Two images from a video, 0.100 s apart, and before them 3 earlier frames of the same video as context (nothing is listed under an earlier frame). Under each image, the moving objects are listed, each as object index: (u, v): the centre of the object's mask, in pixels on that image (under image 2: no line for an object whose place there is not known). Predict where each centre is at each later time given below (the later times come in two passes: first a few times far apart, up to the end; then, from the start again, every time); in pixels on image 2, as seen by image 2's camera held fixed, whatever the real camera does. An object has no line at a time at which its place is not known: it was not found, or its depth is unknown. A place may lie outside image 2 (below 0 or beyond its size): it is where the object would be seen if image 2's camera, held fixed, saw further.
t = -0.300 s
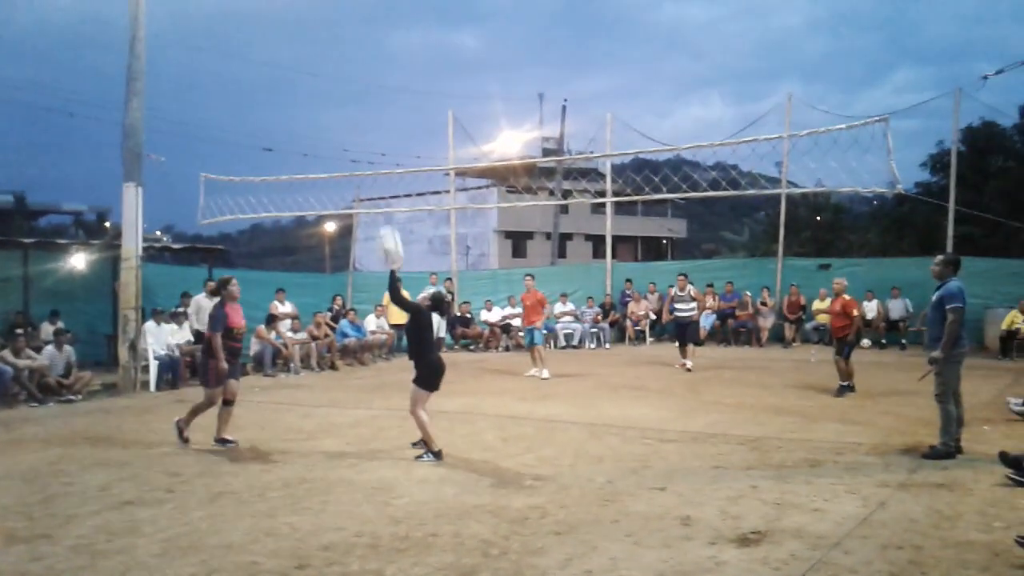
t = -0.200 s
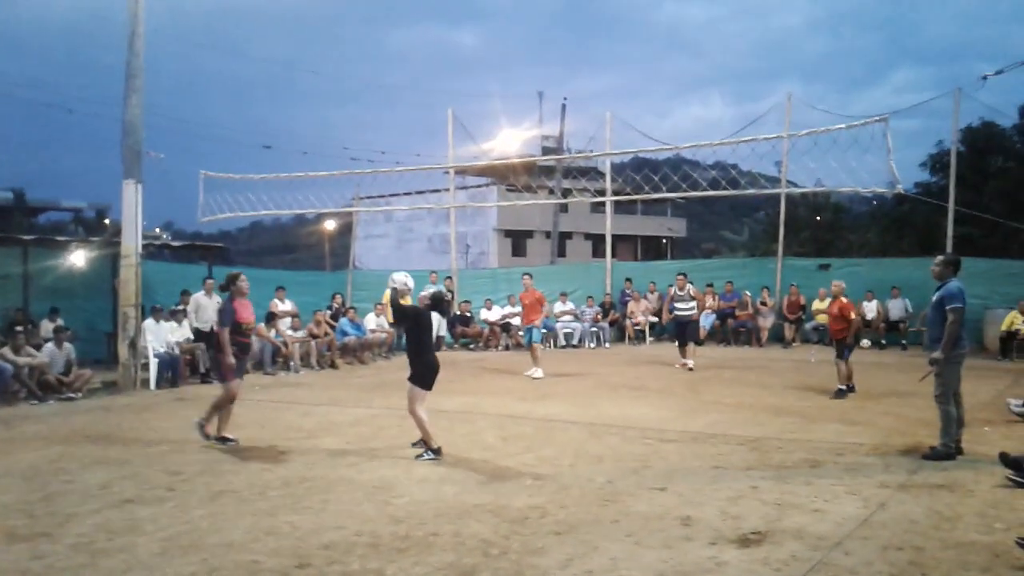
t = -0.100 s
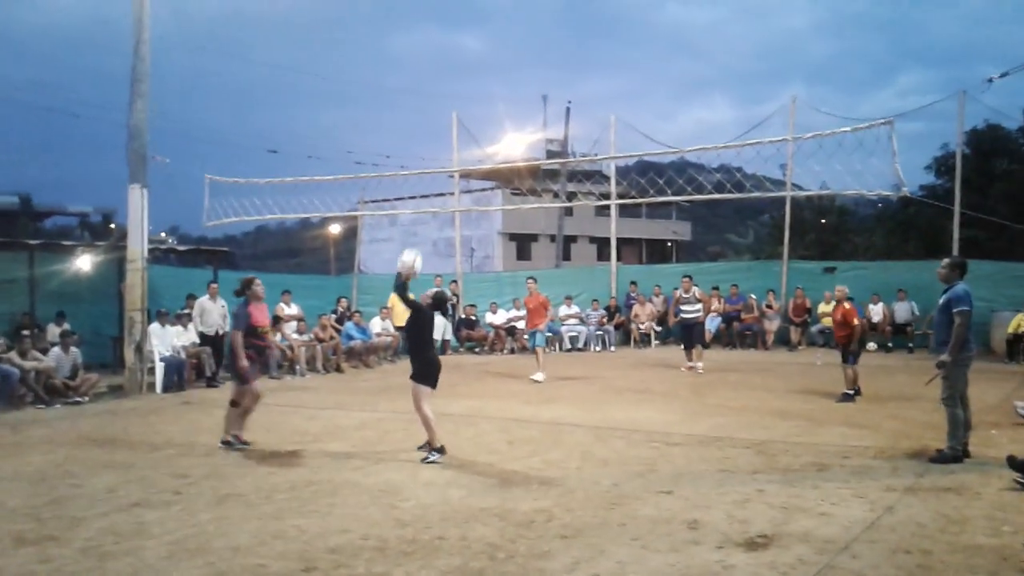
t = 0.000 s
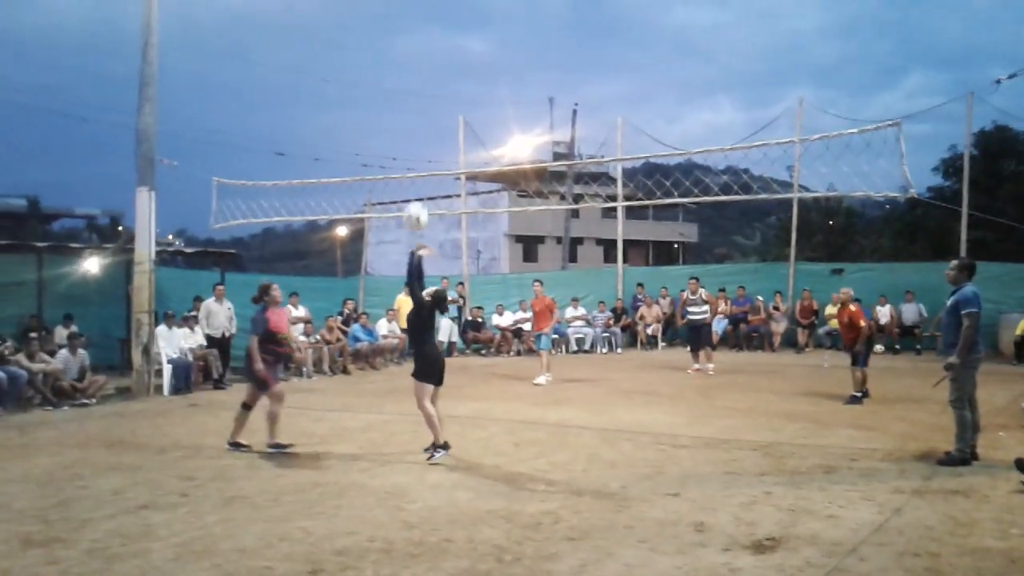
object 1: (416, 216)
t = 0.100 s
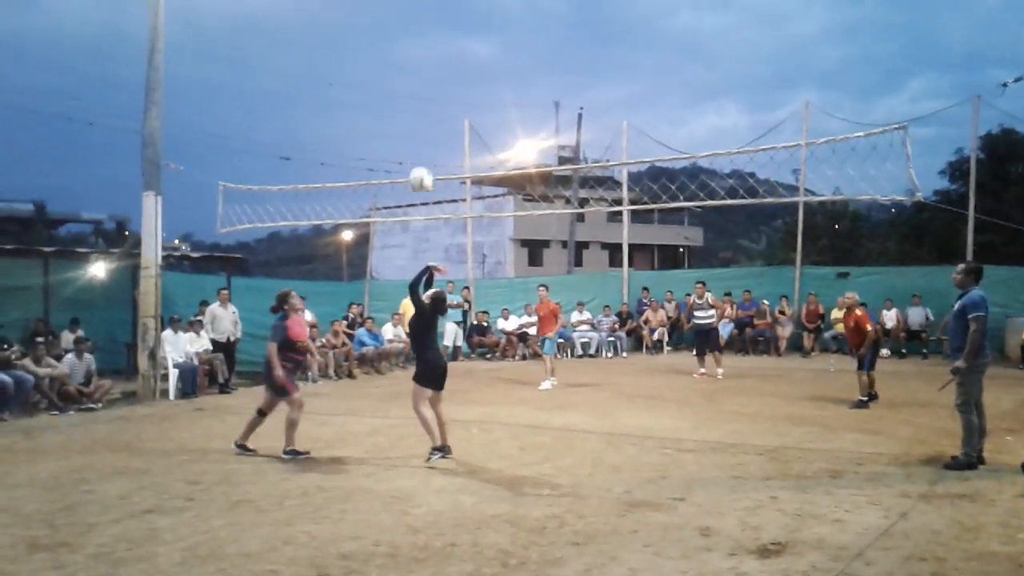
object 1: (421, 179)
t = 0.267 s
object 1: (420, 138)
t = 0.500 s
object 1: (418, 127)
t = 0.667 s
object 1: (418, 152)
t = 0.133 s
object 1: (421, 168)
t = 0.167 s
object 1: (420, 160)
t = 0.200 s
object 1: (420, 151)
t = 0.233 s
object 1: (420, 144)
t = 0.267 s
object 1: (420, 138)
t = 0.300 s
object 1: (420, 133)
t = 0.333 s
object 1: (419, 128)
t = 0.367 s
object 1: (419, 127)
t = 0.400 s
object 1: (418, 125)
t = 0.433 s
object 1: (418, 125)
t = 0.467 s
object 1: (418, 124)
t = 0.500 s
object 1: (418, 127)
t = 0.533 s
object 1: (417, 130)
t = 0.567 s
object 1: (417, 133)
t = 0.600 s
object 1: (417, 138)
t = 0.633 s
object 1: (418, 145)
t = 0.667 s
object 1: (418, 152)
